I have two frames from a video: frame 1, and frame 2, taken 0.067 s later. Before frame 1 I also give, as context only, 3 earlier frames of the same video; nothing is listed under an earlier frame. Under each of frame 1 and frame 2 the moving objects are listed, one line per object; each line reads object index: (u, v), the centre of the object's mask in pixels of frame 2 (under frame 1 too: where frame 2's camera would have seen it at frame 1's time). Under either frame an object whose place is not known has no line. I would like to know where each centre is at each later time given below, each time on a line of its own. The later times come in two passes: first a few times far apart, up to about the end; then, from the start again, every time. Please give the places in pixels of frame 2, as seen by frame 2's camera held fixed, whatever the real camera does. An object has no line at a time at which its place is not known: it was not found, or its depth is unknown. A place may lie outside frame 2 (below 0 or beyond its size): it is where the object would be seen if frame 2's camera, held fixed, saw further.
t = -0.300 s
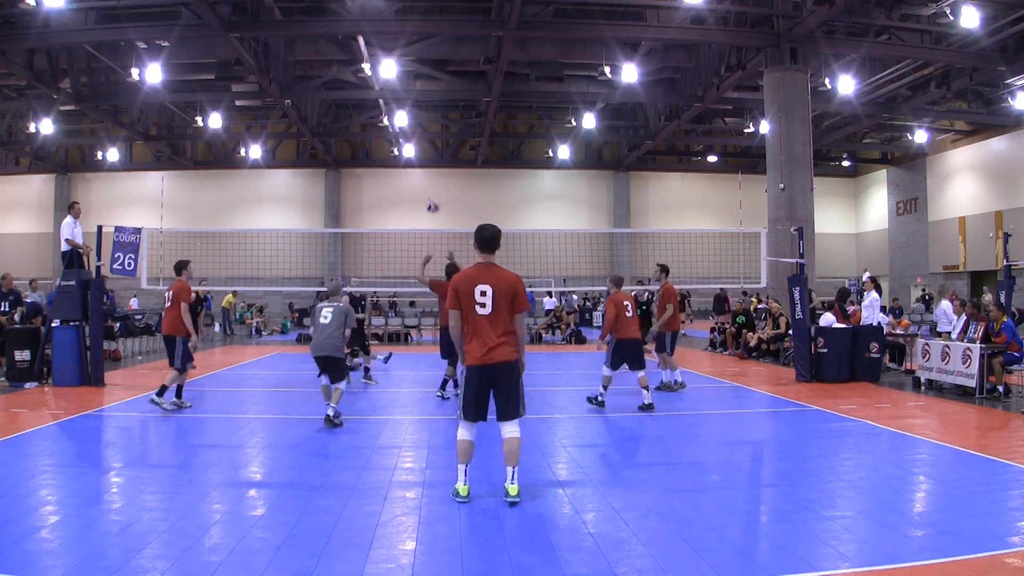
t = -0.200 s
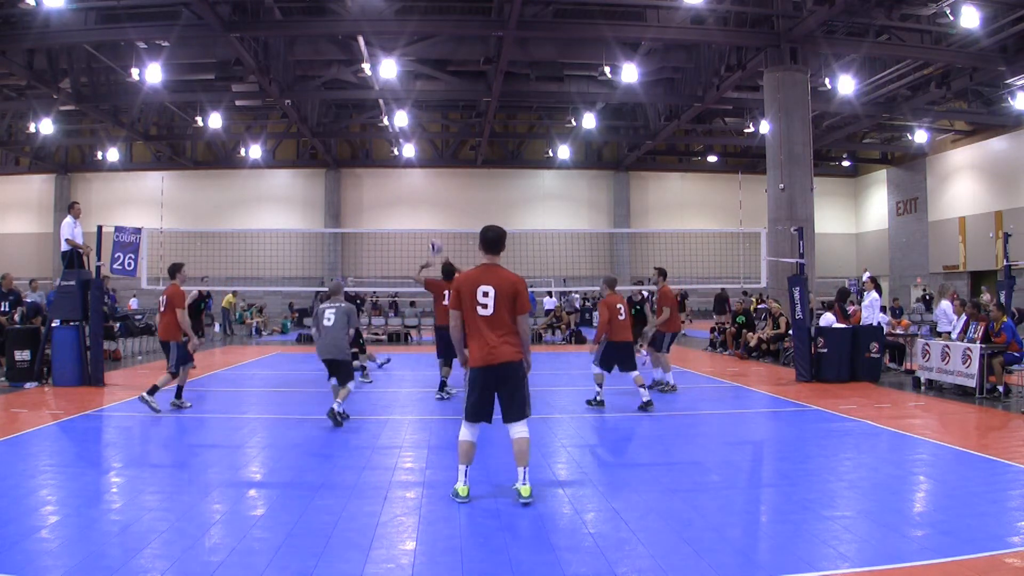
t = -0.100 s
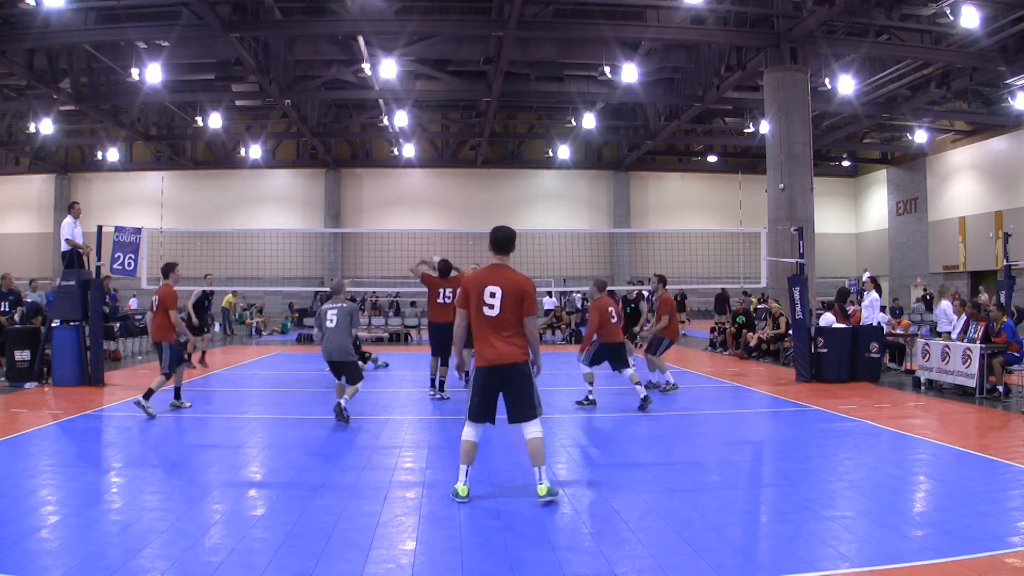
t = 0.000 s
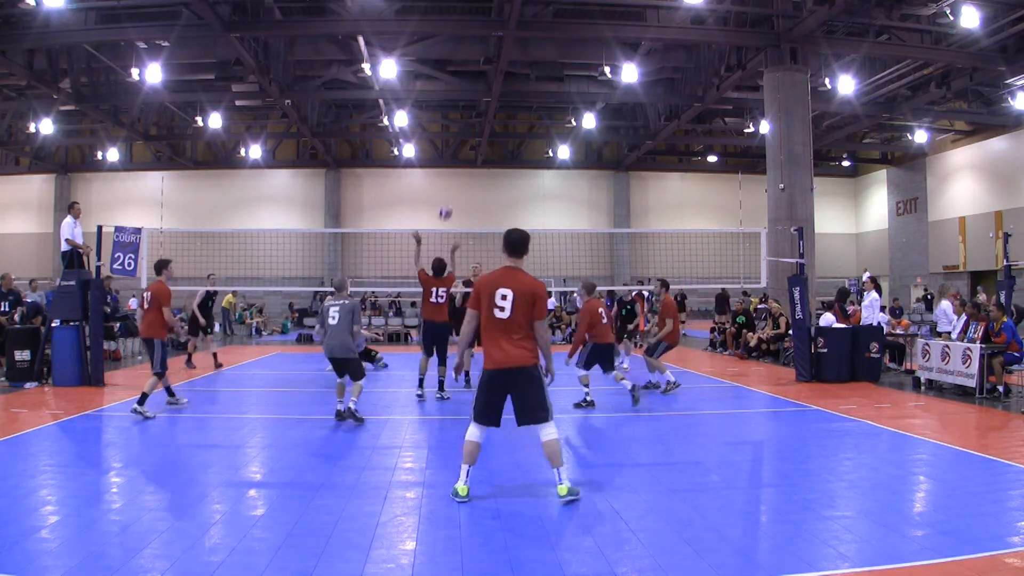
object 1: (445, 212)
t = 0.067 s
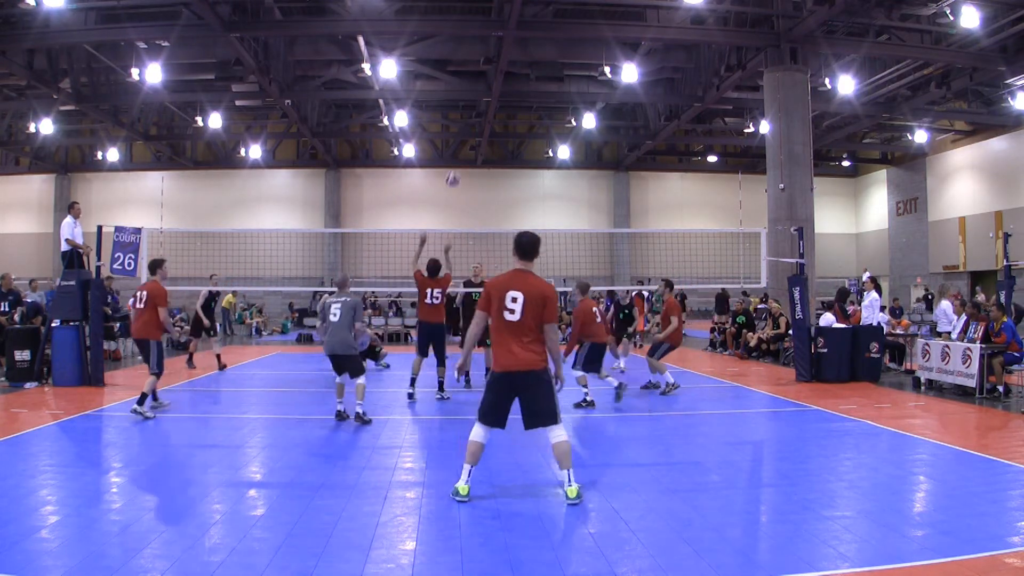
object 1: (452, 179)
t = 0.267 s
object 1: (474, 101)
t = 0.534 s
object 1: (501, 46)
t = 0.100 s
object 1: (456, 162)
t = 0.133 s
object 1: (460, 149)
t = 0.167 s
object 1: (464, 136)
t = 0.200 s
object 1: (467, 124)
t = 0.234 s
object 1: (470, 112)
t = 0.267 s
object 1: (474, 101)
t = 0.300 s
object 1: (477, 92)
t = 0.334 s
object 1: (481, 83)
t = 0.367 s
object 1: (485, 75)
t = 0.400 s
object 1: (488, 68)
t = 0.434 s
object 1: (491, 61)
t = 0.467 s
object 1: (495, 56)
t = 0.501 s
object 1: (498, 51)
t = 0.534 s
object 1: (501, 46)
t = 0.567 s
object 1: (505, 43)
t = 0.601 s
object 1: (508, 40)
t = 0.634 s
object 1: (511, 38)
